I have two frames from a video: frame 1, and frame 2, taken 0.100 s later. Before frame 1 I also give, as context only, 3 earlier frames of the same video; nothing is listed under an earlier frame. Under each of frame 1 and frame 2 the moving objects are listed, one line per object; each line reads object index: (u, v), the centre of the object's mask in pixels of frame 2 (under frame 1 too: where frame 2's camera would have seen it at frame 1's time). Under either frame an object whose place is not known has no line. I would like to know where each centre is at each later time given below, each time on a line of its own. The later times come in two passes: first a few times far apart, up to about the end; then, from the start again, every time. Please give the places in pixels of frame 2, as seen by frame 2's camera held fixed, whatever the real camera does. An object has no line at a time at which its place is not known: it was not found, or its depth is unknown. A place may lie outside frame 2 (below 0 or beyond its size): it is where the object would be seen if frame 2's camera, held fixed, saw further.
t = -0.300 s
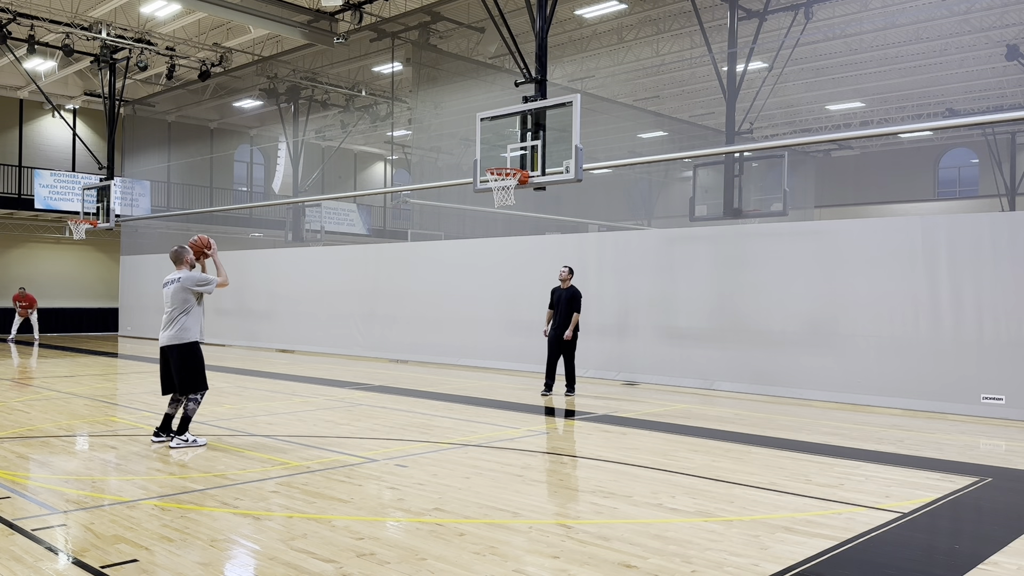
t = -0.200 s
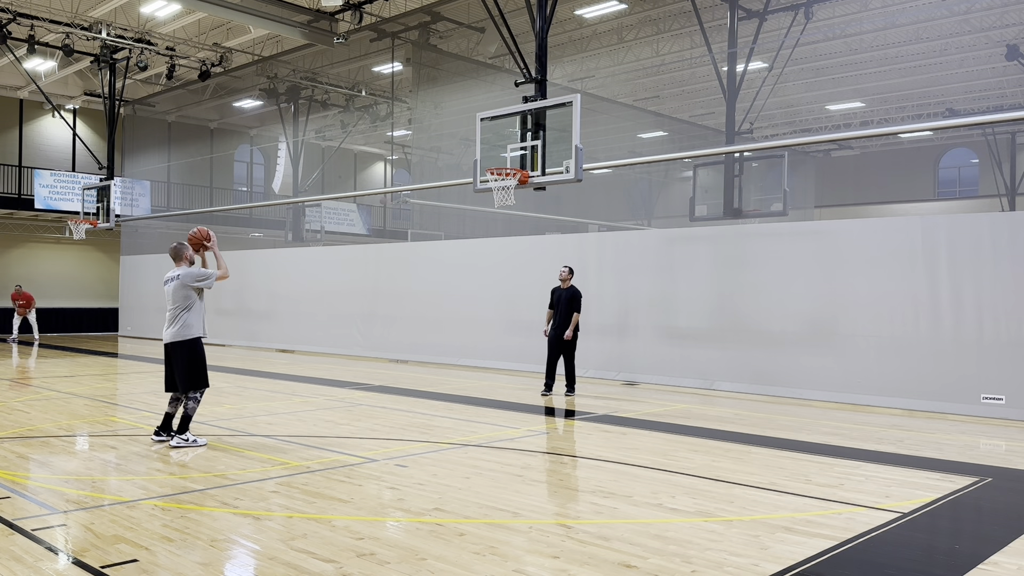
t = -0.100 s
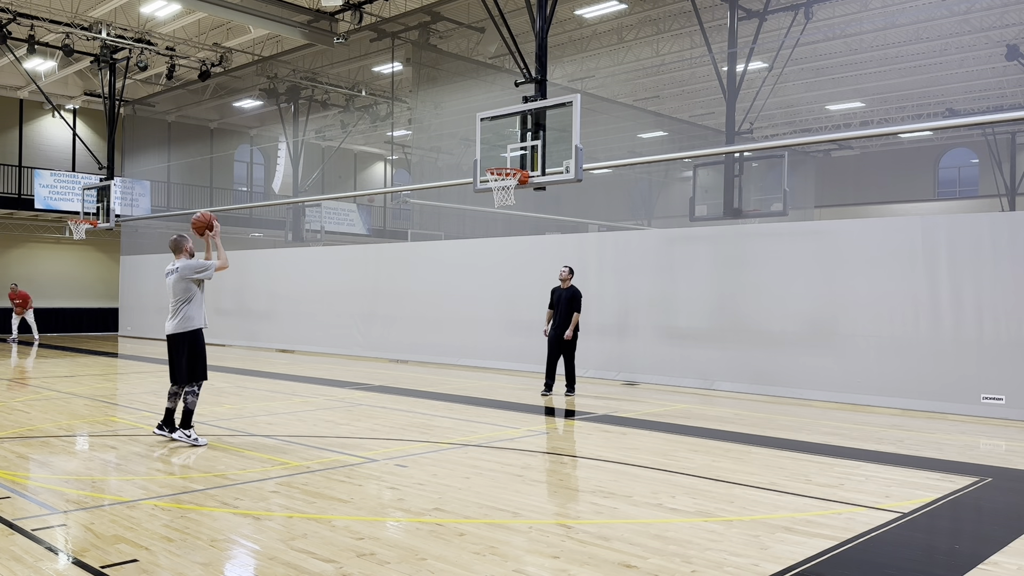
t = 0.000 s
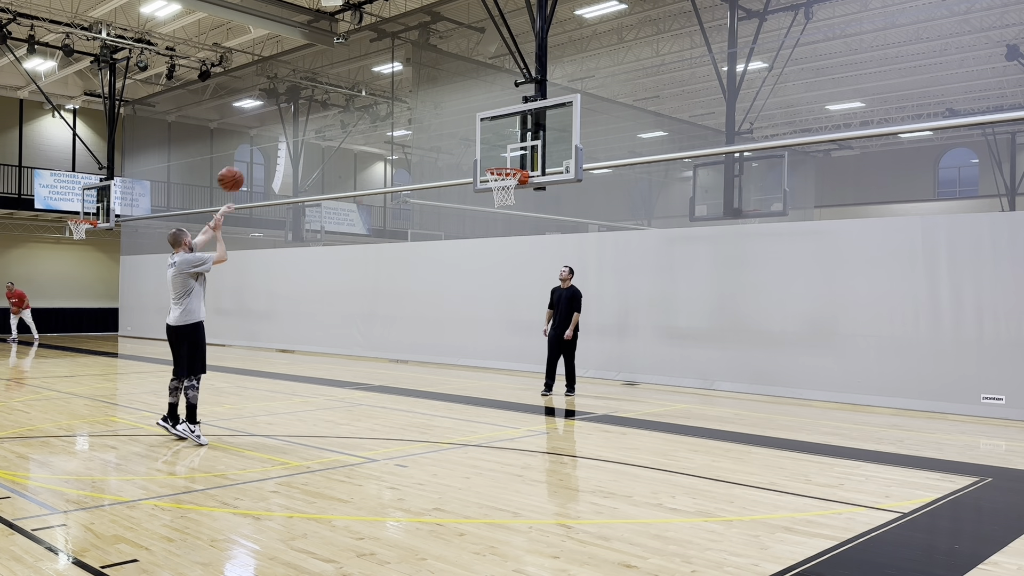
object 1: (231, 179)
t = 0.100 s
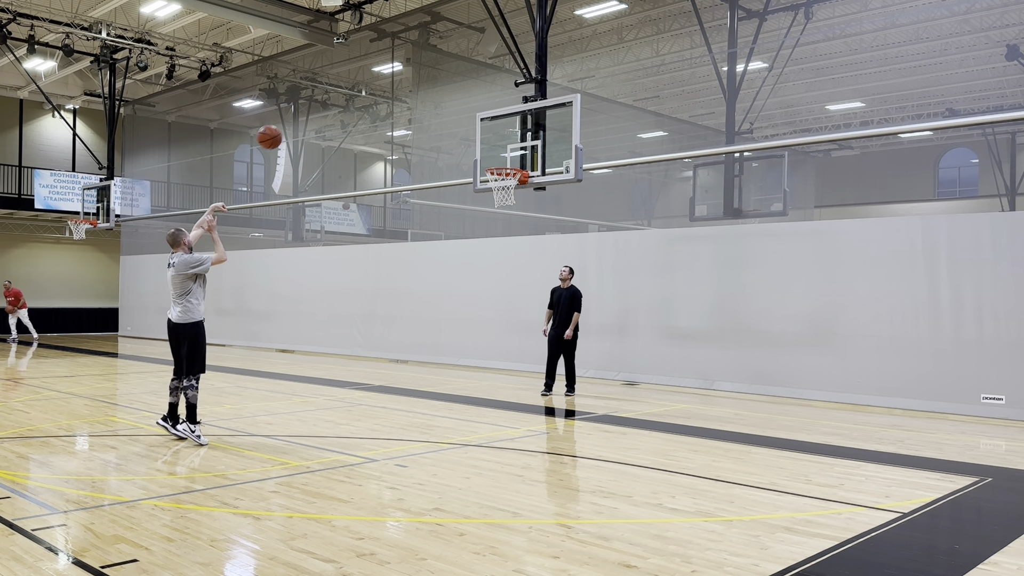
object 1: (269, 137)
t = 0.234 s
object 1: (316, 100)
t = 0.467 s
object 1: (387, 78)
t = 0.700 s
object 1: (447, 101)
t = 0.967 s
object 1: (505, 172)
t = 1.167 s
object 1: (521, 207)
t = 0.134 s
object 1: (282, 126)
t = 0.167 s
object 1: (294, 116)
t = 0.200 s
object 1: (305, 107)
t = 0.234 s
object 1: (316, 100)
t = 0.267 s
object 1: (327, 93)
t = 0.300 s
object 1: (338, 88)
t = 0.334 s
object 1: (348, 84)
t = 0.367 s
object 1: (359, 81)
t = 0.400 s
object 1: (368, 79)
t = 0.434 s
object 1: (378, 78)
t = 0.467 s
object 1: (387, 78)
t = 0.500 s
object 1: (397, 79)
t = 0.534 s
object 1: (406, 80)
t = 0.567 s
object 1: (414, 83)
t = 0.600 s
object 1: (423, 86)
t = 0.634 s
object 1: (431, 90)
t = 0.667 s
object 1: (439, 95)
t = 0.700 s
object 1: (447, 101)
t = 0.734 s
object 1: (455, 108)
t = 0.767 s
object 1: (463, 115)
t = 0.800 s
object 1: (470, 123)
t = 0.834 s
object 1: (478, 132)
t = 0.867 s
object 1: (485, 141)
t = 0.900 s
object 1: (492, 151)
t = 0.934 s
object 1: (498, 161)
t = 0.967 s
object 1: (505, 172)
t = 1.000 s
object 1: (512, 183)
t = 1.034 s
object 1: (516, 190)
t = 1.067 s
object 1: (516, 193)
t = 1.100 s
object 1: (518, 197)
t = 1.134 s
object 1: (519, 201)
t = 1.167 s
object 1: (521, 207)
